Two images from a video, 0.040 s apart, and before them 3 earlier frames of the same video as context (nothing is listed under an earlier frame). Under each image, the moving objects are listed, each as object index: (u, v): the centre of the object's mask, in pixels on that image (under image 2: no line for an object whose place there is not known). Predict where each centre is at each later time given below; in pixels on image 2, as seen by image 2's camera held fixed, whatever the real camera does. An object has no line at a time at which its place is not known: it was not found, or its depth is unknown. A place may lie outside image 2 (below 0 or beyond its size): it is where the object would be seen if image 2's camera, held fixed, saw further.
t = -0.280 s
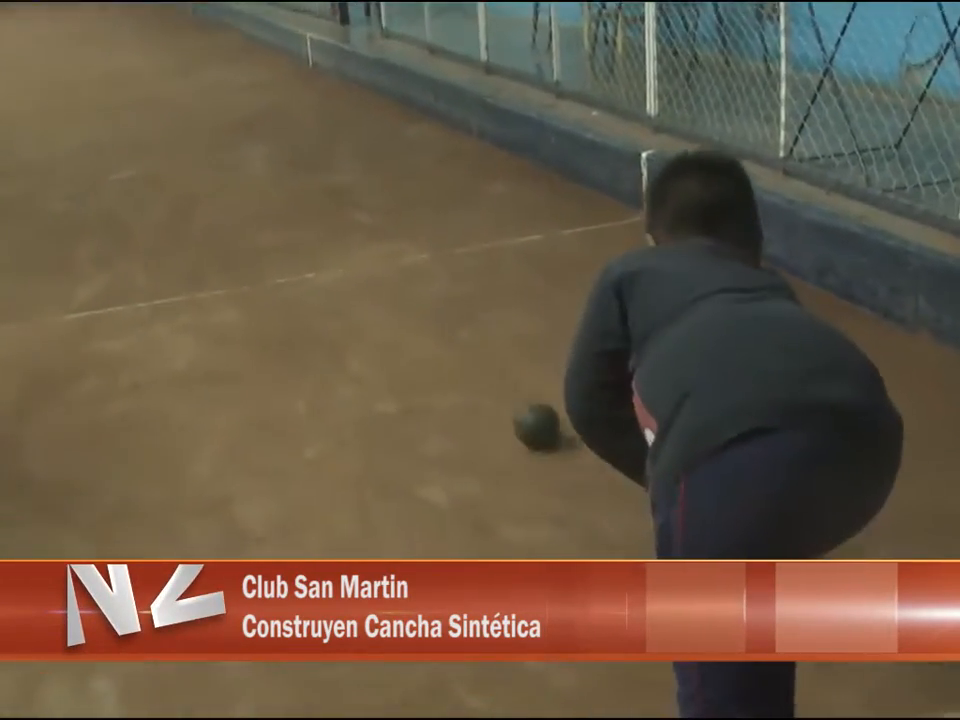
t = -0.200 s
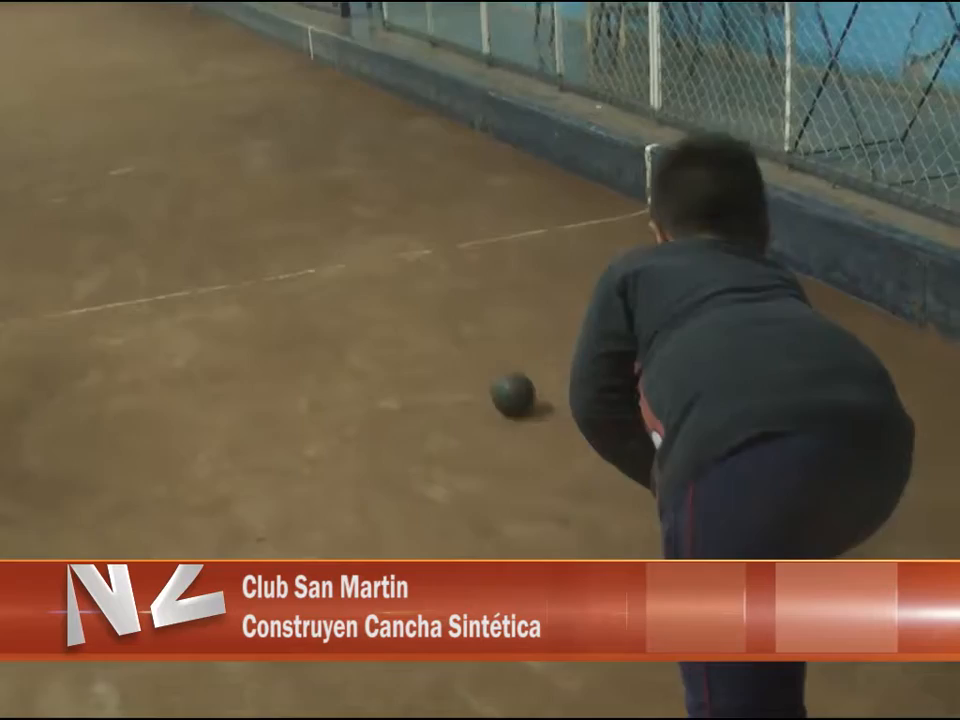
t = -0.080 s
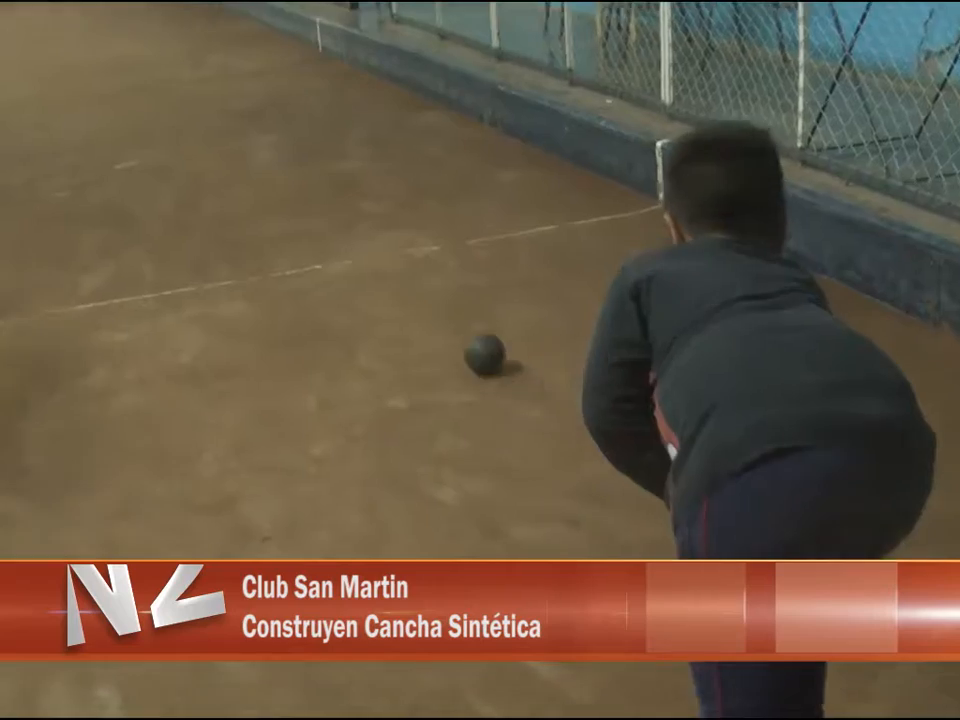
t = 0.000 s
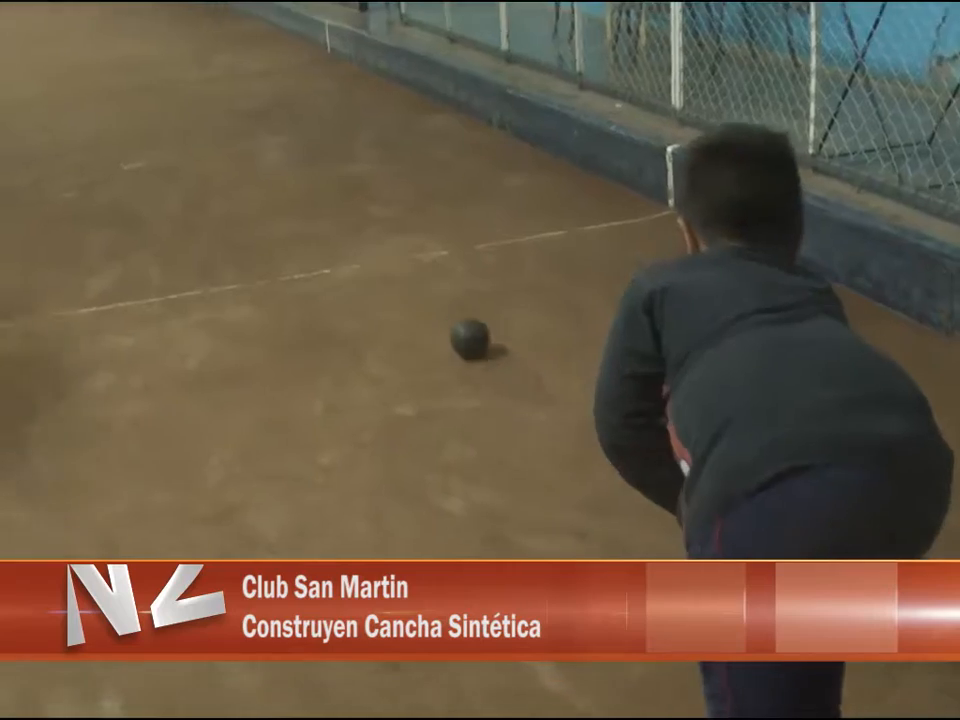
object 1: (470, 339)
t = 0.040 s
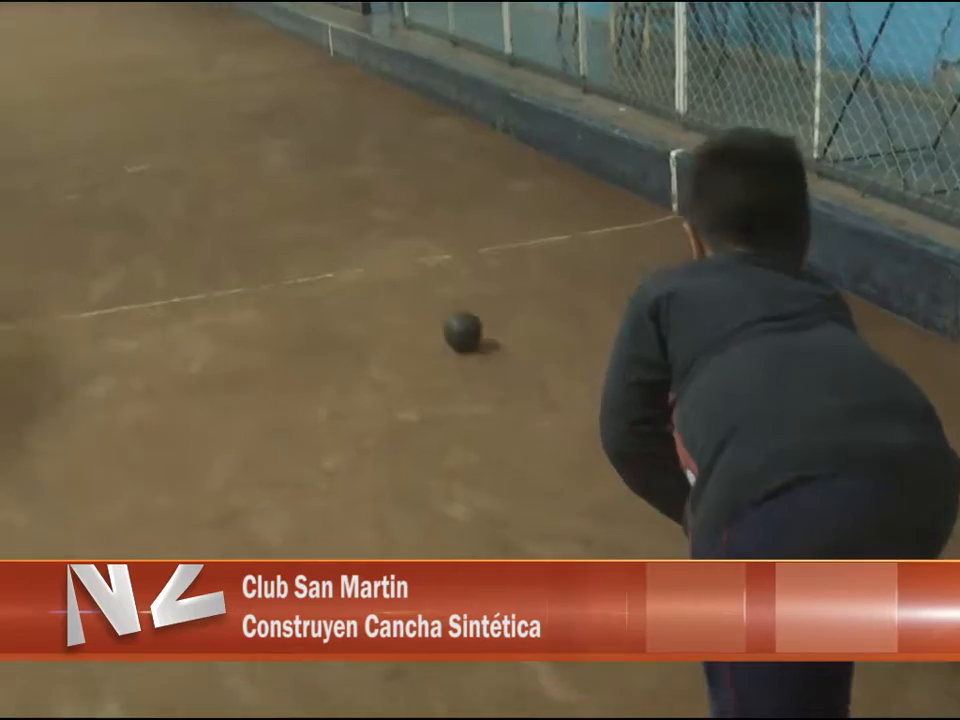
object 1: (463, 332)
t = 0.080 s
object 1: (453, 323)
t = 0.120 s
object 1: (443, 312)
